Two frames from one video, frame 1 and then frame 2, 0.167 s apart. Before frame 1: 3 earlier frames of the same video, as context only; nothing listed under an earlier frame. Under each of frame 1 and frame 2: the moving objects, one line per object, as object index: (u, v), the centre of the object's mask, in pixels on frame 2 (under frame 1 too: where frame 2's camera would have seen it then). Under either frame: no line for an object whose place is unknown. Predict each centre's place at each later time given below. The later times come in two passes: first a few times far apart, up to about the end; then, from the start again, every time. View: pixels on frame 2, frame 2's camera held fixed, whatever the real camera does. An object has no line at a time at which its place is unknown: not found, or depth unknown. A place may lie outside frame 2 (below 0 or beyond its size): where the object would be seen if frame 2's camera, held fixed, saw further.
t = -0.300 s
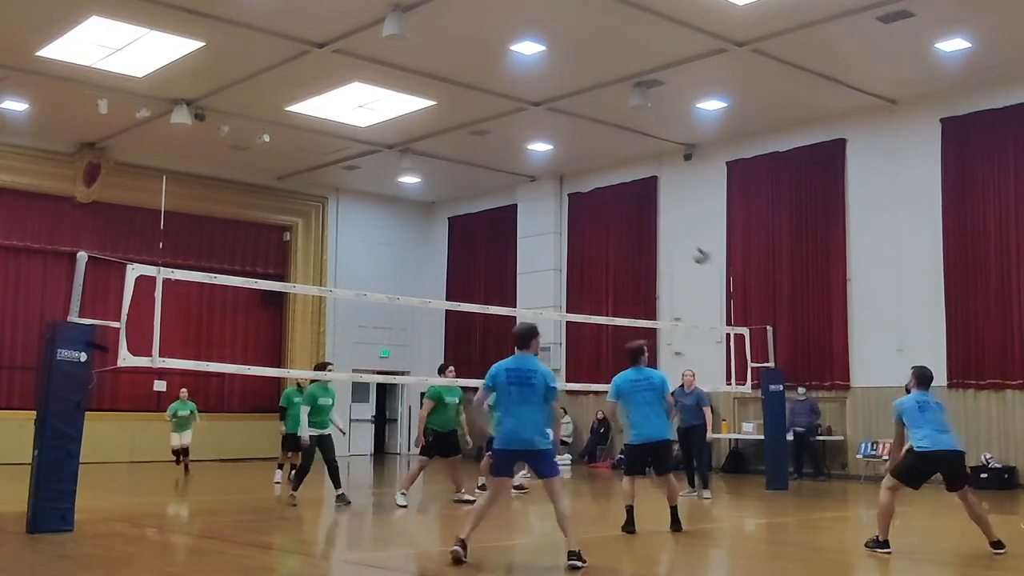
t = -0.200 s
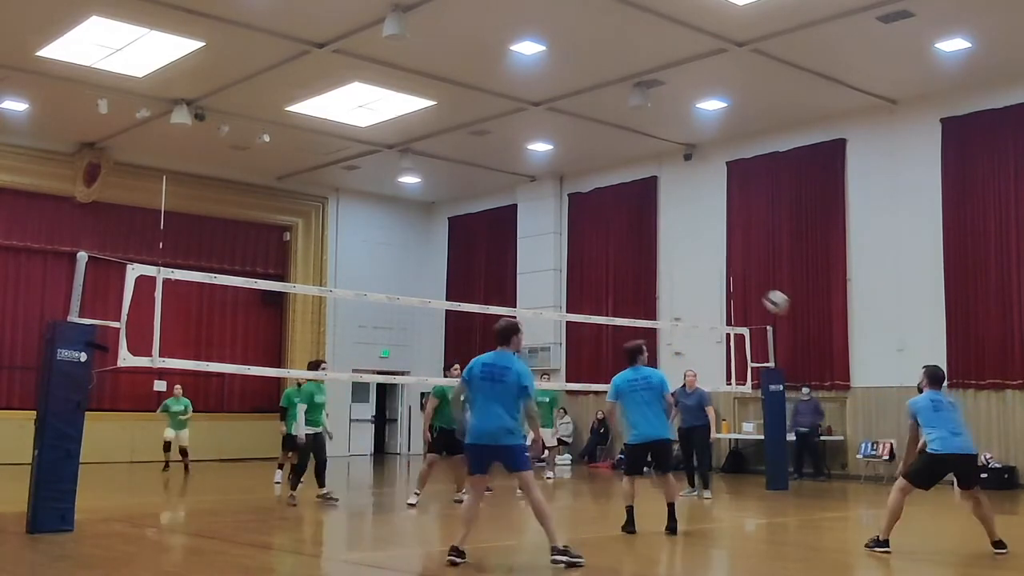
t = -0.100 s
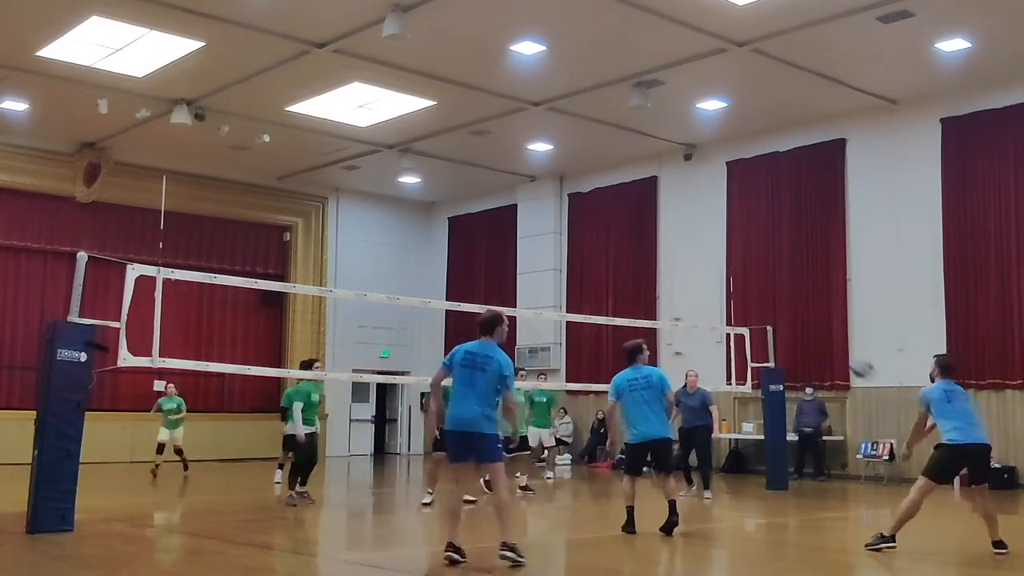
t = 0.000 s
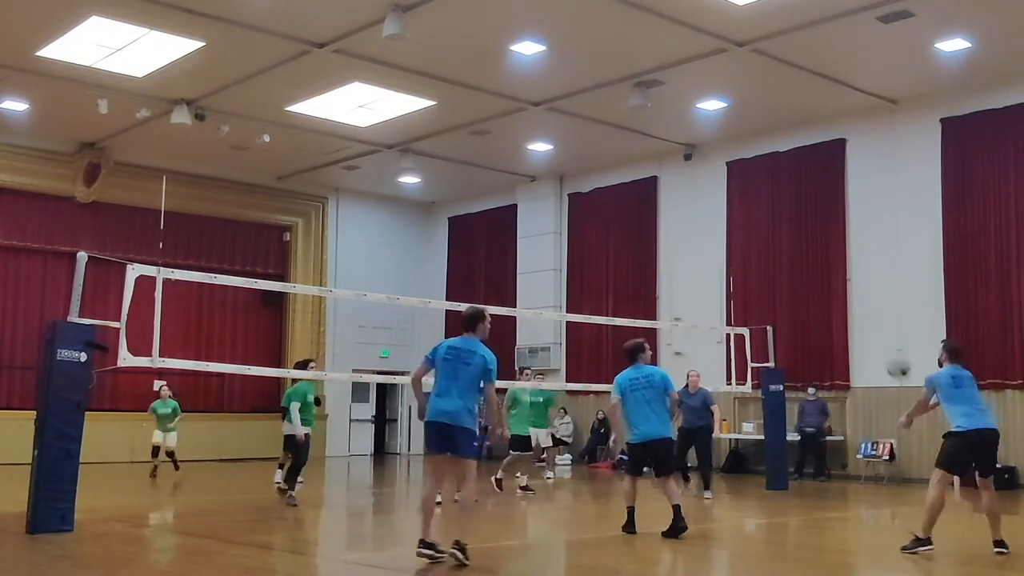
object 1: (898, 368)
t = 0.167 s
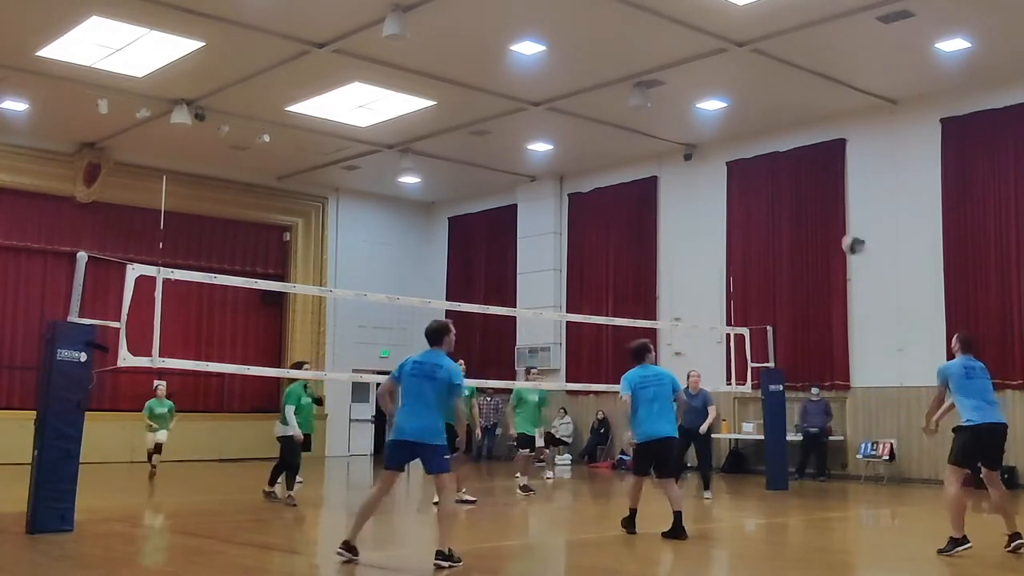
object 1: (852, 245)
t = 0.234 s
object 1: (837, 206)
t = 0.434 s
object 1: (791, 125)
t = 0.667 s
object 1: (743, 87)
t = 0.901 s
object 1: (702, 100)
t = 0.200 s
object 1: (844, 225)
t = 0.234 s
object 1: (837, 206)
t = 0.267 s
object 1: (829, 190)
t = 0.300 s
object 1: (821, 174)
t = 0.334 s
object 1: (813, 160)
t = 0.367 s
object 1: (805, 149)
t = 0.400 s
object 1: (798, 137)
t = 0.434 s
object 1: (791, 125)
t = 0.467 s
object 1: (784, 117)
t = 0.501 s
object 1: (777, 110)
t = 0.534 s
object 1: (769, 104)
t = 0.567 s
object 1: (762, 98)
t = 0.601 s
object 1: (756, 93)
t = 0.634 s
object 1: (750, 90)
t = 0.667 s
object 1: (743, 87)
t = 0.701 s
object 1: (737, 87)
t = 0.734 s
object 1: (732, 87)
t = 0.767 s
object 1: (725, 88)
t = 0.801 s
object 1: (719, 88)
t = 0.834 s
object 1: (714, 91)
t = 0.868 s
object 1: (708, 96)
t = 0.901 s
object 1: (702, 100)
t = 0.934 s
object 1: (697, 105)
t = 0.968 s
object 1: (690, 113)
